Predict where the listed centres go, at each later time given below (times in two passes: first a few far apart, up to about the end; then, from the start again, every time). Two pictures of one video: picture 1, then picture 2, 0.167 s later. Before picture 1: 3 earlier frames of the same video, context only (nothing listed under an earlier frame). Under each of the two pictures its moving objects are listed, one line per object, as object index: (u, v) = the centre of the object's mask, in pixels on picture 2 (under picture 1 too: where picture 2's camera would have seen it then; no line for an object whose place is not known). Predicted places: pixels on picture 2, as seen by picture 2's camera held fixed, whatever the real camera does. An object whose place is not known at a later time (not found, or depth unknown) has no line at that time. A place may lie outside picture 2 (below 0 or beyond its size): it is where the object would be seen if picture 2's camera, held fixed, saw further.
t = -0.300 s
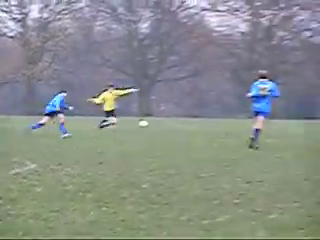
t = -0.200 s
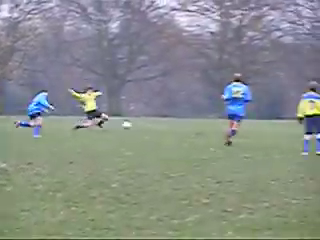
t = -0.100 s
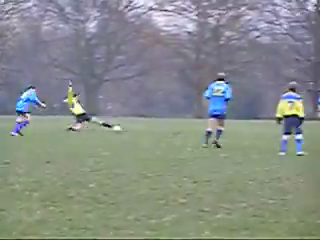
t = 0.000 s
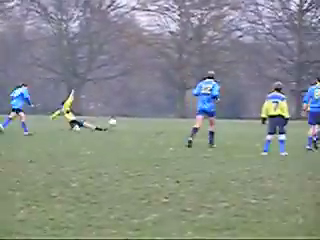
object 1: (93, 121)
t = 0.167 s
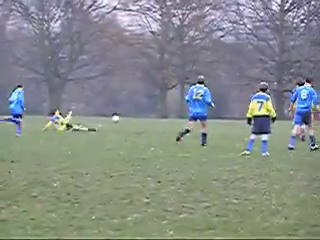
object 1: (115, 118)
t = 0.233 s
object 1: (123, 119)
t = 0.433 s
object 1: (148, 128)
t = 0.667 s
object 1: (176, 127)
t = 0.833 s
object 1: (195, 129)
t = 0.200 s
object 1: (119, 119)
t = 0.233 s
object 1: (123, 119)
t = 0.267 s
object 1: (128, 120)
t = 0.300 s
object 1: (132, 121)
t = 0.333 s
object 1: (136, 123)
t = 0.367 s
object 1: (140, 126)
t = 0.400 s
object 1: (144, 128)
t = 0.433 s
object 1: (148, 128)
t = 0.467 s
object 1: (153, 127)
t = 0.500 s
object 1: (156, 126)
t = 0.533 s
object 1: (160, 126)
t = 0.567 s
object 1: (164, 126)
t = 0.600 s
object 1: (168, 125)
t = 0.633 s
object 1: (172, 126)
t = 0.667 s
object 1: (176, 127)
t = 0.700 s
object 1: (179, 128)
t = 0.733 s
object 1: (183, 129)
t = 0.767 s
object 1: (187, 130)
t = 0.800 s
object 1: (191, 129)
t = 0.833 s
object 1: (195, 129)
